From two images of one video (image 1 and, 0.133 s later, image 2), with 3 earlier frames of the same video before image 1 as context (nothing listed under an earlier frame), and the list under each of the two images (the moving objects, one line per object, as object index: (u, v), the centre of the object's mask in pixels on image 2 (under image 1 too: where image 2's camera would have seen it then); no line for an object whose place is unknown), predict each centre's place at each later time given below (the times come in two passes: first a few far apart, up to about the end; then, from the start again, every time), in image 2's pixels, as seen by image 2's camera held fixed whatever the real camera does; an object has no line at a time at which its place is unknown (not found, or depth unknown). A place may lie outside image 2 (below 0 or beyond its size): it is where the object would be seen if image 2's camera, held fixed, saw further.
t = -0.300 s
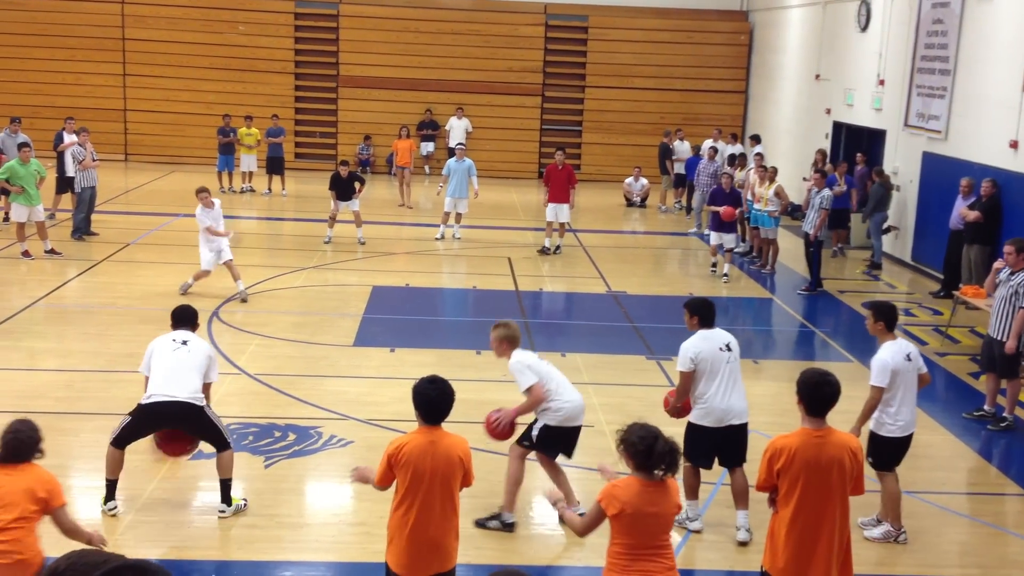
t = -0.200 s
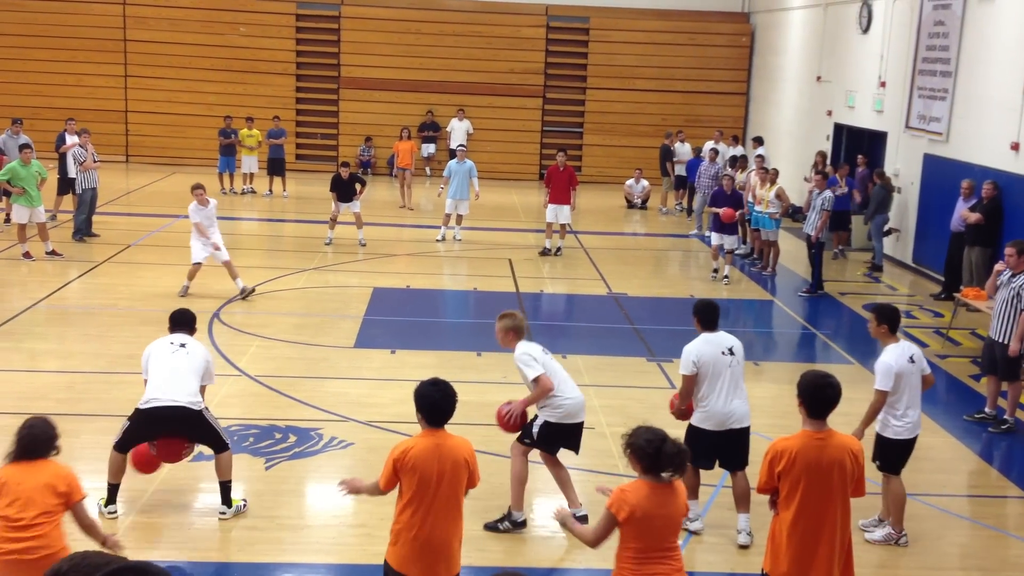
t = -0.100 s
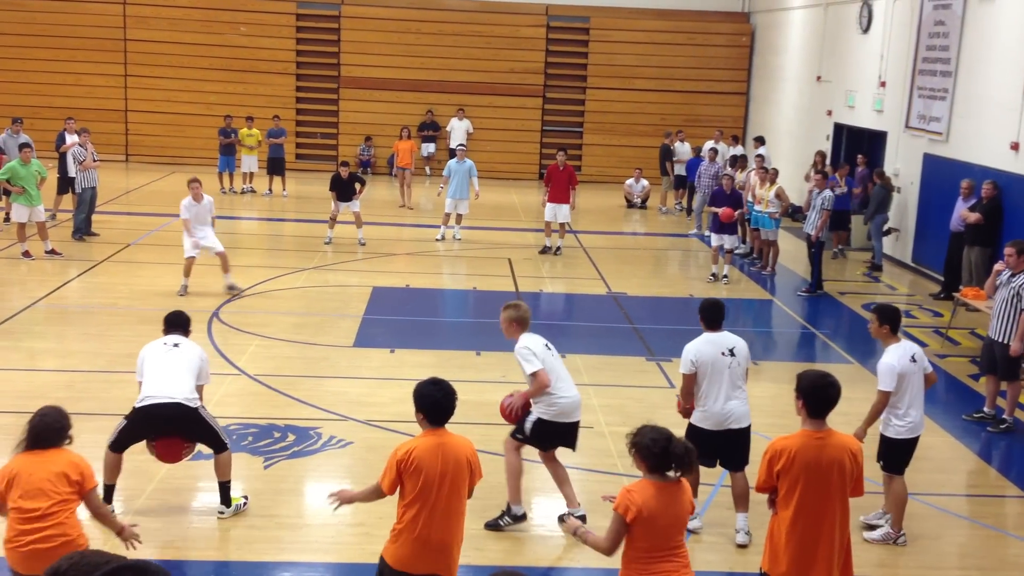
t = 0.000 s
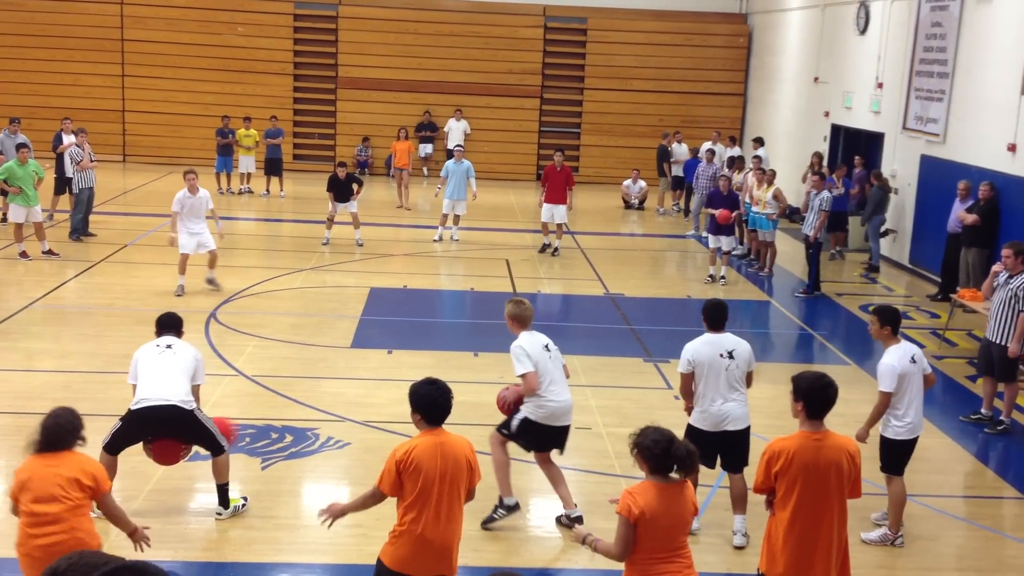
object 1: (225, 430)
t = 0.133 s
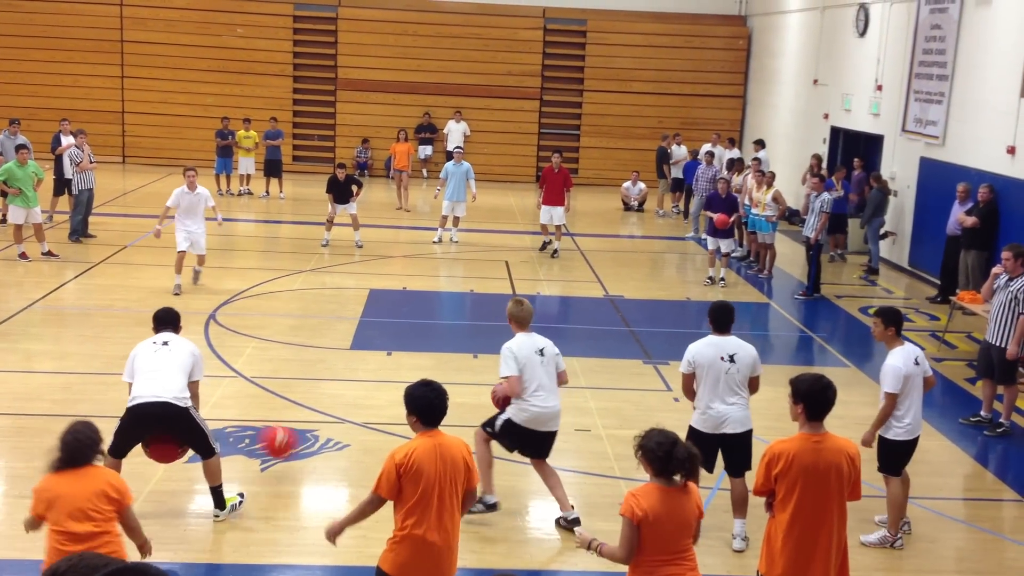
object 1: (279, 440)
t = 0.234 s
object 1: (315, 452)
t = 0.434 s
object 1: (359, 412)
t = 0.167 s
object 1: (293, 445)
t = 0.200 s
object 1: (305, 452)
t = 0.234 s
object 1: (315, 452)
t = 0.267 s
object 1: (324, 441)
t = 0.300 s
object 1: (332, 433)
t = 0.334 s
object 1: (338, 426)
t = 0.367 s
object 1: (346, 421)
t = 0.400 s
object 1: (352, 416)
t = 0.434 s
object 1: (359, 412)
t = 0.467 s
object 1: (367, 410)
